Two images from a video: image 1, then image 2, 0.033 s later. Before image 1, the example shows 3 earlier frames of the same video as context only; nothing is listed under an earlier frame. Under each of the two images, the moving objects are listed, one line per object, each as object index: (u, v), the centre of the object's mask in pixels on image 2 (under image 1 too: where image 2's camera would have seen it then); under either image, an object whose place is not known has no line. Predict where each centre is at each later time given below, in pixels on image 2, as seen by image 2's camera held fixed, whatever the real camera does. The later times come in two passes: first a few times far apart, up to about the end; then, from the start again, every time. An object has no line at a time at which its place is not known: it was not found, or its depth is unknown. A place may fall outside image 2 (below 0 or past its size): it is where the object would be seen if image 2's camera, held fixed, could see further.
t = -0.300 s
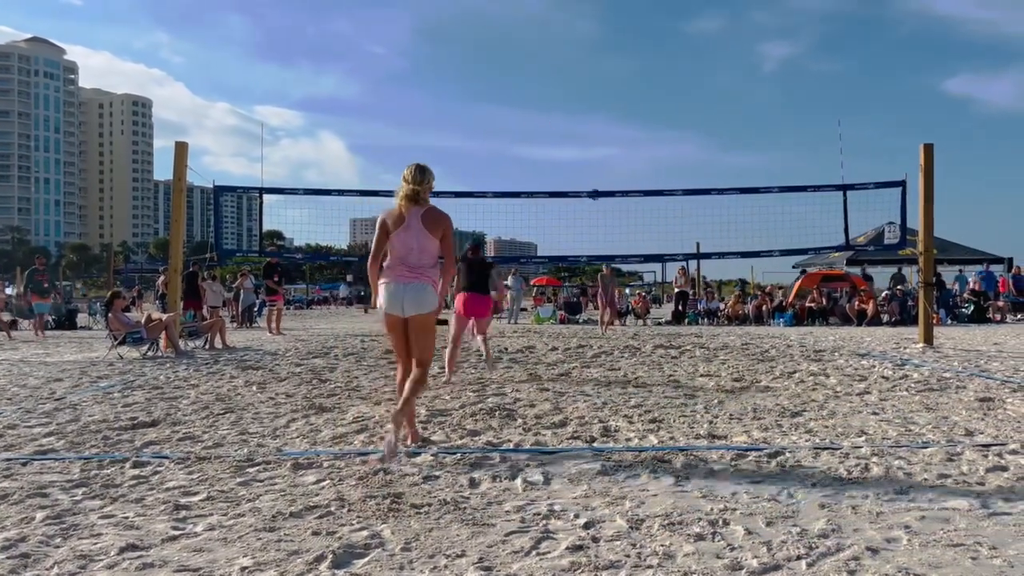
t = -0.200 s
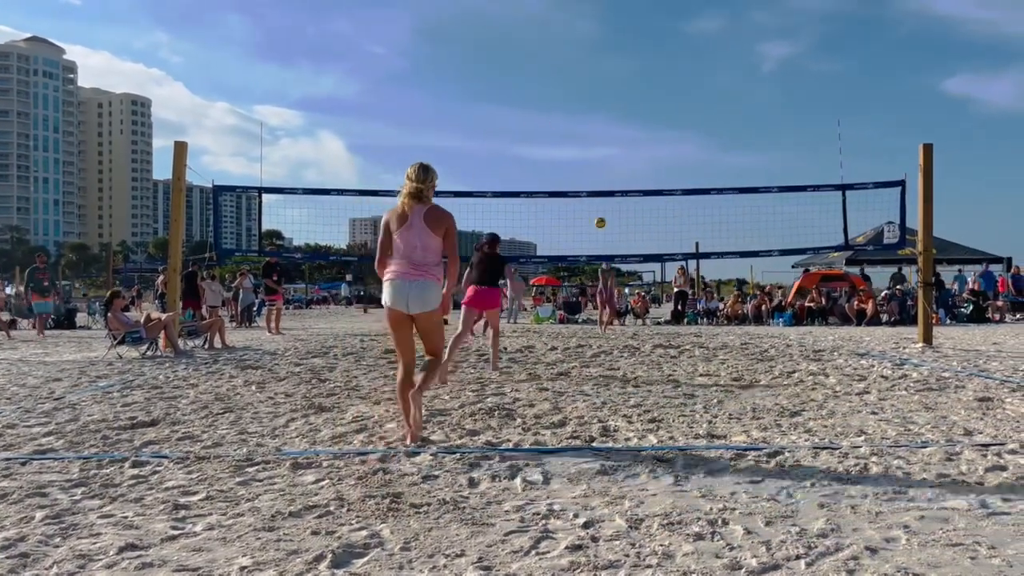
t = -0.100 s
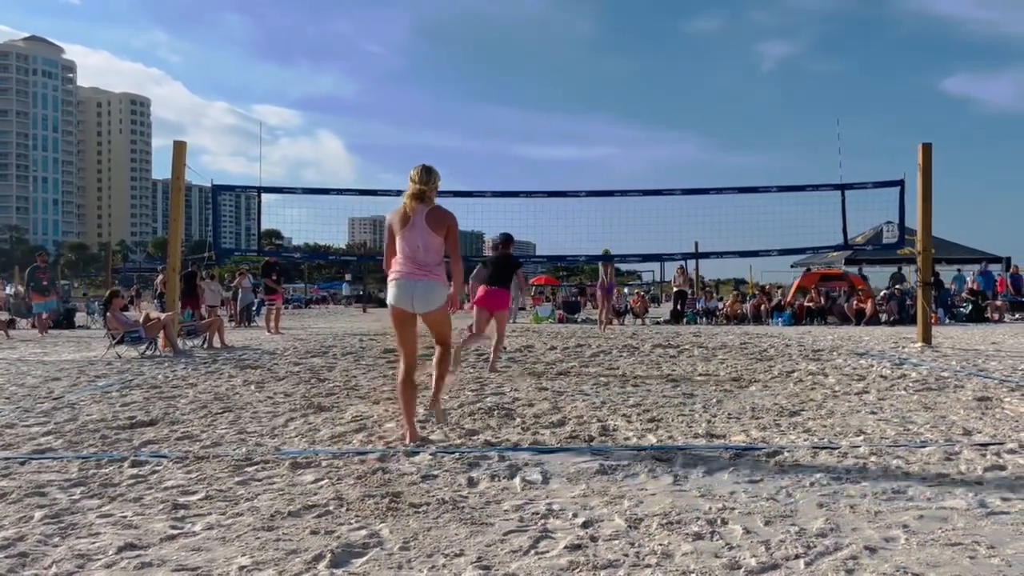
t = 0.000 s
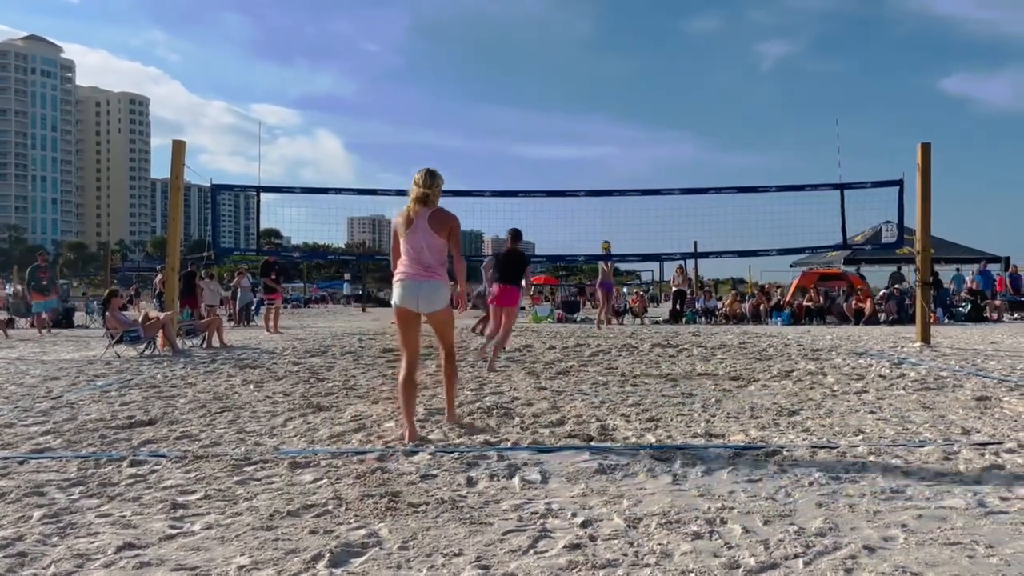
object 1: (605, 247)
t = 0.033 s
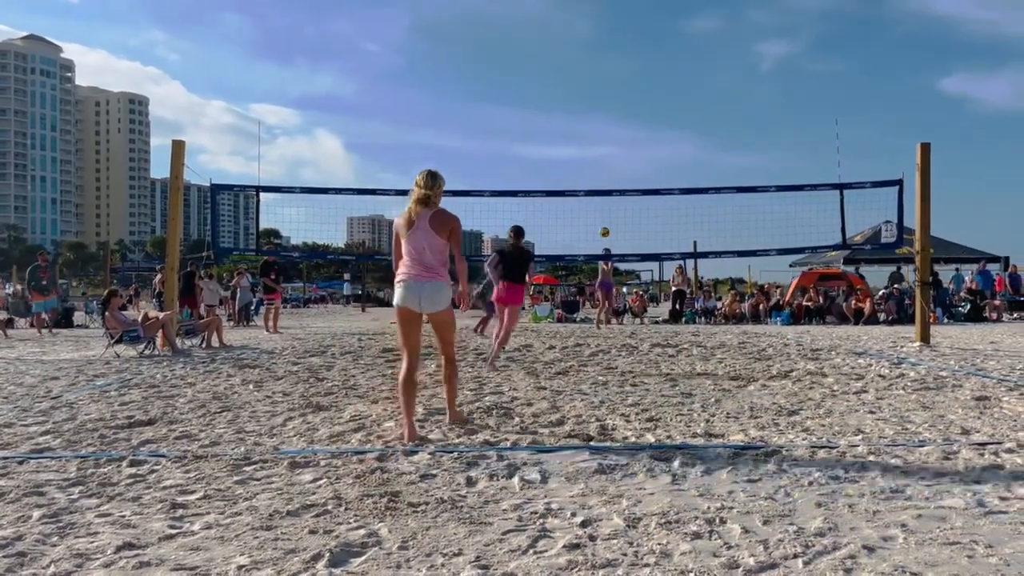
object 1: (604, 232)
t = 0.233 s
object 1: (601, 166)
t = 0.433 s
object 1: (598, 117)
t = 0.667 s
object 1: (594, 85)
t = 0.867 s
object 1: (591, 79)
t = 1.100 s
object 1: (589, 98)
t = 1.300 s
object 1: (587, 141)
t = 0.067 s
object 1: (603, 220)
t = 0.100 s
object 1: (603, 208)
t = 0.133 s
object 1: (602, 199)
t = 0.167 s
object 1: (602, 185)
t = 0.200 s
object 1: (601, 175)
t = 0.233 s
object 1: (601, 166)
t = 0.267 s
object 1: (600, 156)
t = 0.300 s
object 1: (600, 148)
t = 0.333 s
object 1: (599, 139)
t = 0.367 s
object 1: (599, 132)
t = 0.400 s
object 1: (598, 124)
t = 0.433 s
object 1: (598, 117)
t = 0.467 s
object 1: (597, 111)
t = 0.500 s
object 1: (596, 105)
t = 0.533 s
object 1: (596, 100)
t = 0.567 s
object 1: (595, 96)
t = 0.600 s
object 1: (595, 91)
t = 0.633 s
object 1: (594, 88)
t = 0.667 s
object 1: (594, 85)
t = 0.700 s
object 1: (593, 82)
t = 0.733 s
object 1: (593, 81)
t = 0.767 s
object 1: (593, 79)
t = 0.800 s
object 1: (592, 78)
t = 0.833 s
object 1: (592, 78)
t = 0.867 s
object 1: (591, 79)
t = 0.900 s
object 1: (591, 80)
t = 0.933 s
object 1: (590, 81)
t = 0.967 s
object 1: (590, 83)
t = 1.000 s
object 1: (589, 86)
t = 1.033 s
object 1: (589, 90)
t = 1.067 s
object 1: (589, 94)
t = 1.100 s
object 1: (589, 98)
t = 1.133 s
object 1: (588, 104)
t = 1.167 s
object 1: (588, 111)
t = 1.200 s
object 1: (588, 117)
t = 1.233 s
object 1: (587, 124)
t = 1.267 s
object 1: (587, 132)
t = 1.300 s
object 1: (587, 141)
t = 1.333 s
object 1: (586, 150)
